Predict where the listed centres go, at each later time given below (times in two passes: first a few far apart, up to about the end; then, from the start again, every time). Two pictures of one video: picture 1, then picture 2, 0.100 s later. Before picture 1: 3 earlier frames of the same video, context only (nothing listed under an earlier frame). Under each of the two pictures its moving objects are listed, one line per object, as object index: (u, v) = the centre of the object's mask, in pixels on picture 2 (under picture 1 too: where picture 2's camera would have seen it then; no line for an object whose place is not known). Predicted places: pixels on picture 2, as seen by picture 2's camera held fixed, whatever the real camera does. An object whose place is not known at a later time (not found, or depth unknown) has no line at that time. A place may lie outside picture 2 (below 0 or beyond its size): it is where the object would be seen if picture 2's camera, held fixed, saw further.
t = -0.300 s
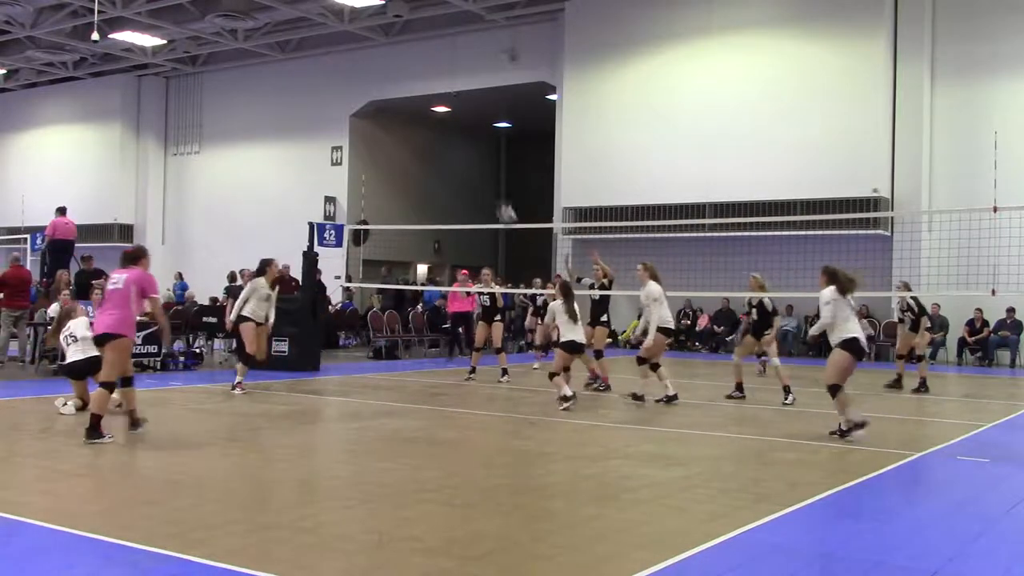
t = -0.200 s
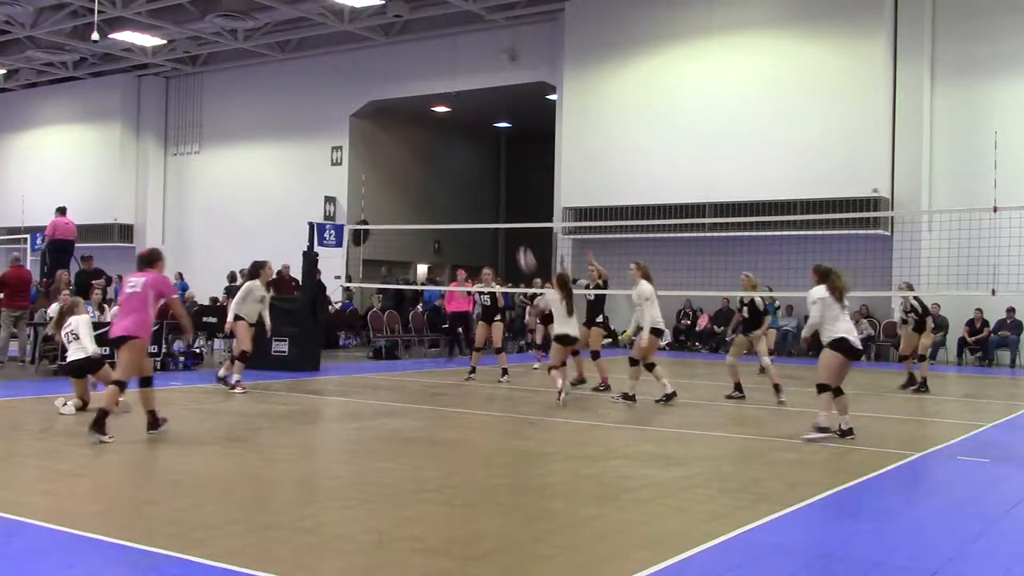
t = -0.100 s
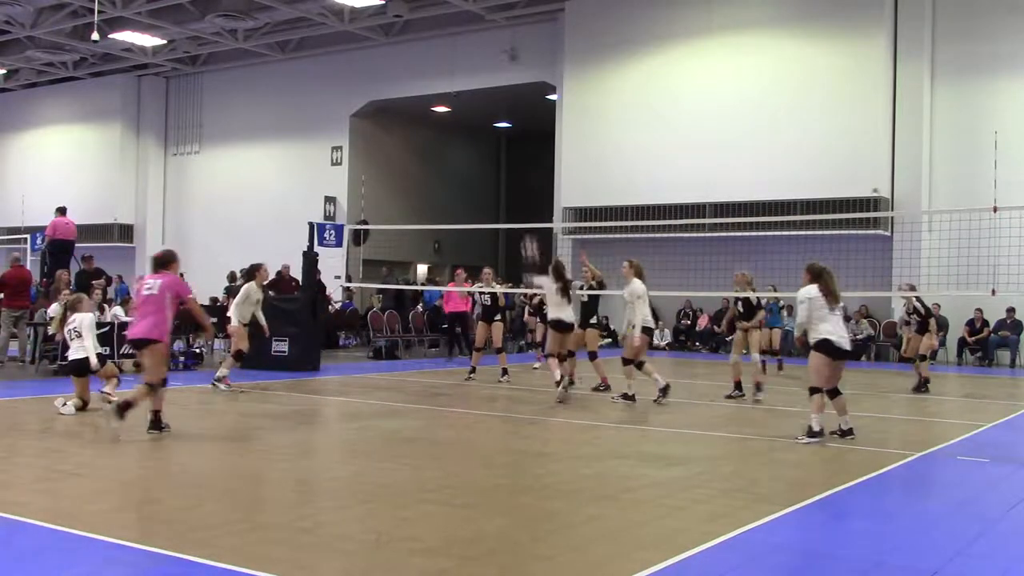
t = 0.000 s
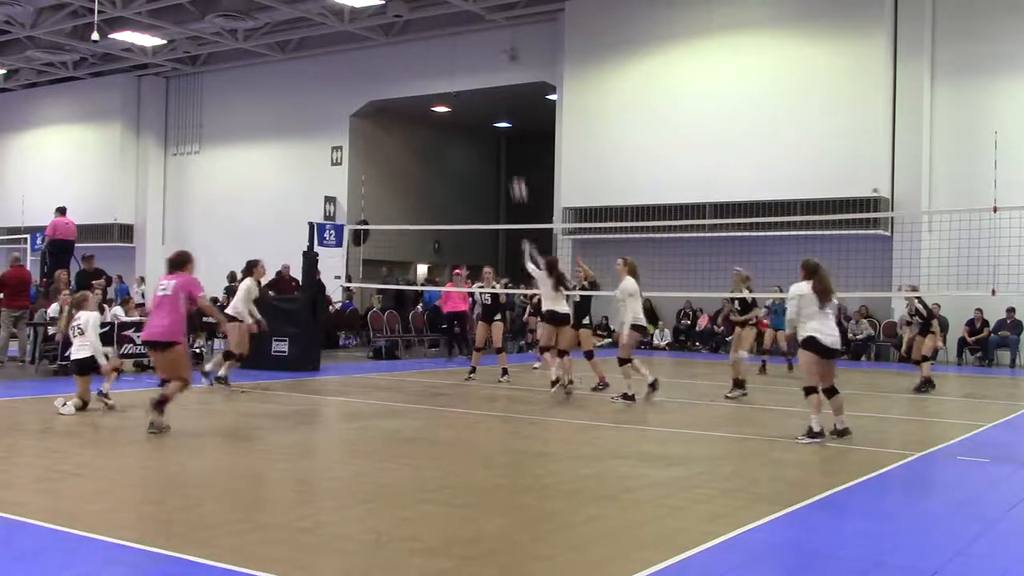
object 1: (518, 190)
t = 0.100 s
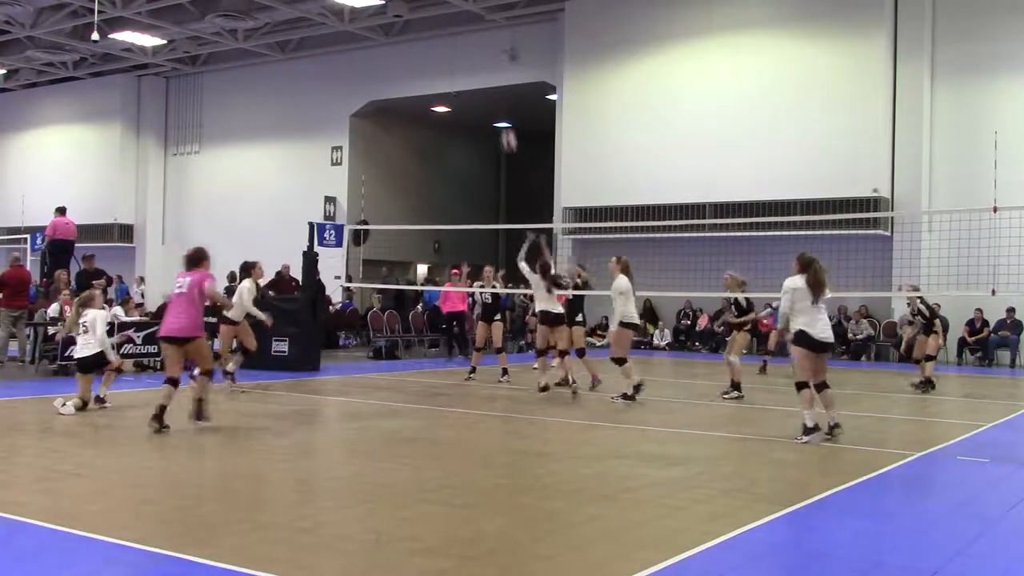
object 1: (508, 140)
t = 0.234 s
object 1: (495, 92)
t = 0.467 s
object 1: (470, 38)
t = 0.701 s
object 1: (447, 29)
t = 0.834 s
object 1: (434, 40)
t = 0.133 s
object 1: (505, 125)
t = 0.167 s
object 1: (501, 112)
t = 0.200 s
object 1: (498, 100)
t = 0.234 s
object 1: (495, 92)
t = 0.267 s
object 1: (490, 78)
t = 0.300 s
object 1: (488, 68)
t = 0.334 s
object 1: (485, 61)
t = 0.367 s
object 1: (481, 54)
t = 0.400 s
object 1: (477, 48)
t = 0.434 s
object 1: (474, 43)
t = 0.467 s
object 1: (470, 38)
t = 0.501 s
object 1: (467, 34)
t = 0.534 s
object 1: (465, 32)
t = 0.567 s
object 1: (461, 29)
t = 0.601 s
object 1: (457, 28)
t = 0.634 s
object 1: (453, 27)
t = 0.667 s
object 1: (450, 28)
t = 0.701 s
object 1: (447, 29)
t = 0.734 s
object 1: (444, 31)
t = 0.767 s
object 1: (441, 33)
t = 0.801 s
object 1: (437, 35)
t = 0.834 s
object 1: (434, 40)
